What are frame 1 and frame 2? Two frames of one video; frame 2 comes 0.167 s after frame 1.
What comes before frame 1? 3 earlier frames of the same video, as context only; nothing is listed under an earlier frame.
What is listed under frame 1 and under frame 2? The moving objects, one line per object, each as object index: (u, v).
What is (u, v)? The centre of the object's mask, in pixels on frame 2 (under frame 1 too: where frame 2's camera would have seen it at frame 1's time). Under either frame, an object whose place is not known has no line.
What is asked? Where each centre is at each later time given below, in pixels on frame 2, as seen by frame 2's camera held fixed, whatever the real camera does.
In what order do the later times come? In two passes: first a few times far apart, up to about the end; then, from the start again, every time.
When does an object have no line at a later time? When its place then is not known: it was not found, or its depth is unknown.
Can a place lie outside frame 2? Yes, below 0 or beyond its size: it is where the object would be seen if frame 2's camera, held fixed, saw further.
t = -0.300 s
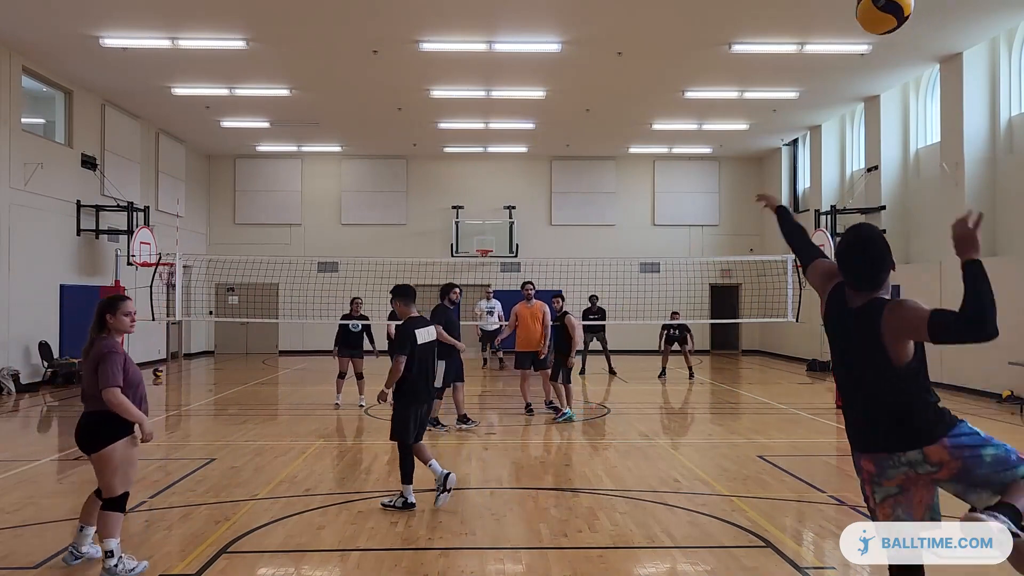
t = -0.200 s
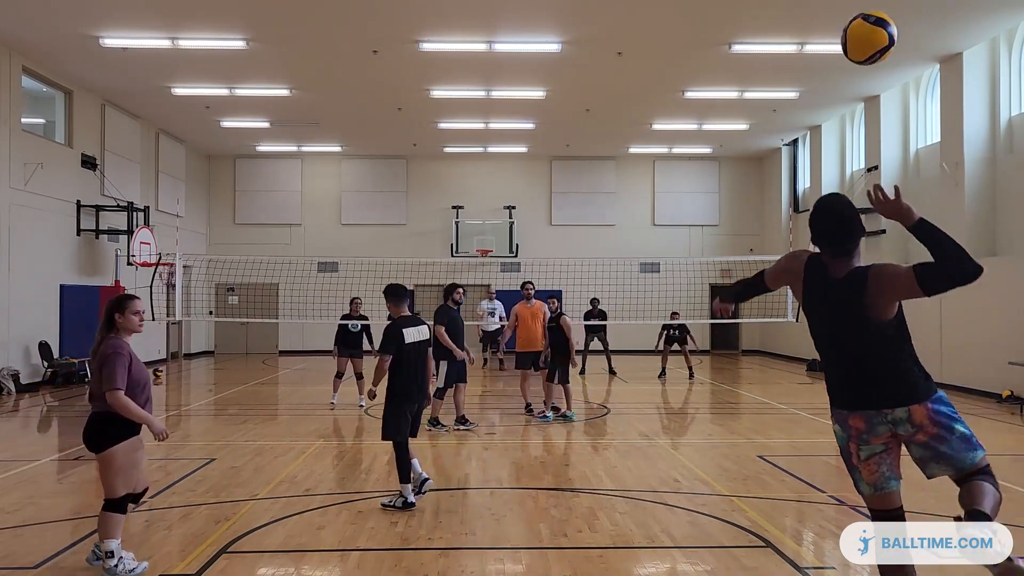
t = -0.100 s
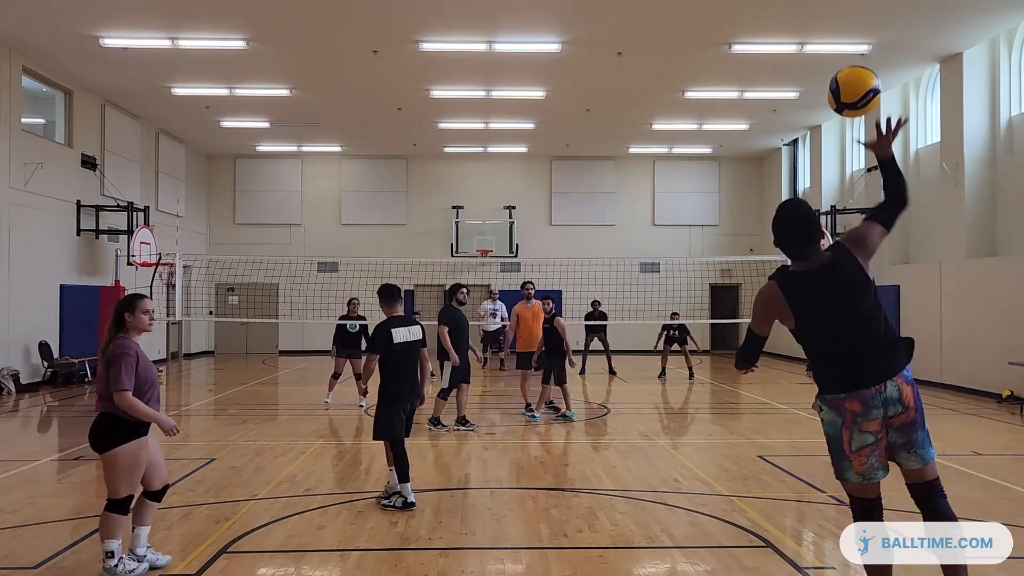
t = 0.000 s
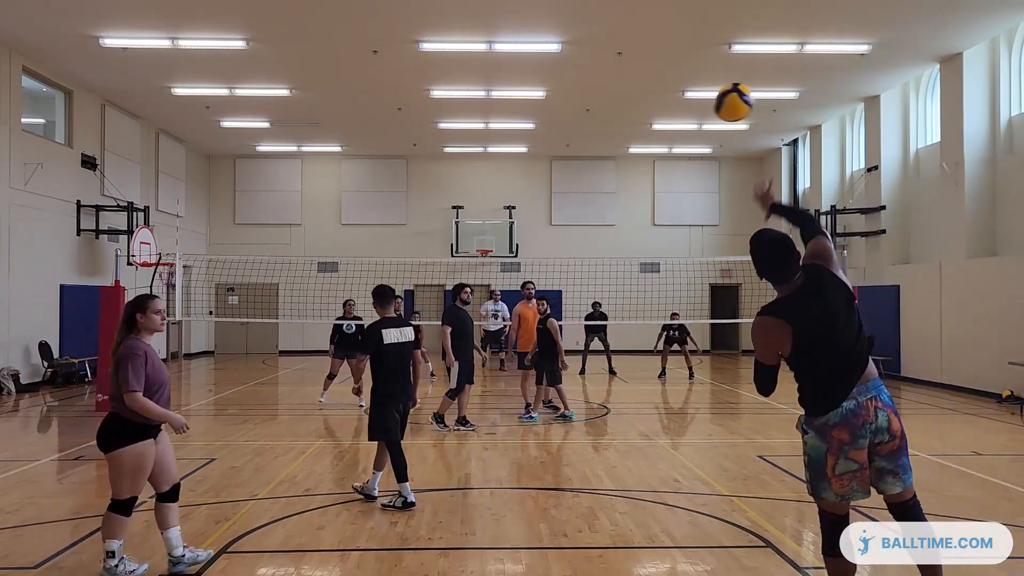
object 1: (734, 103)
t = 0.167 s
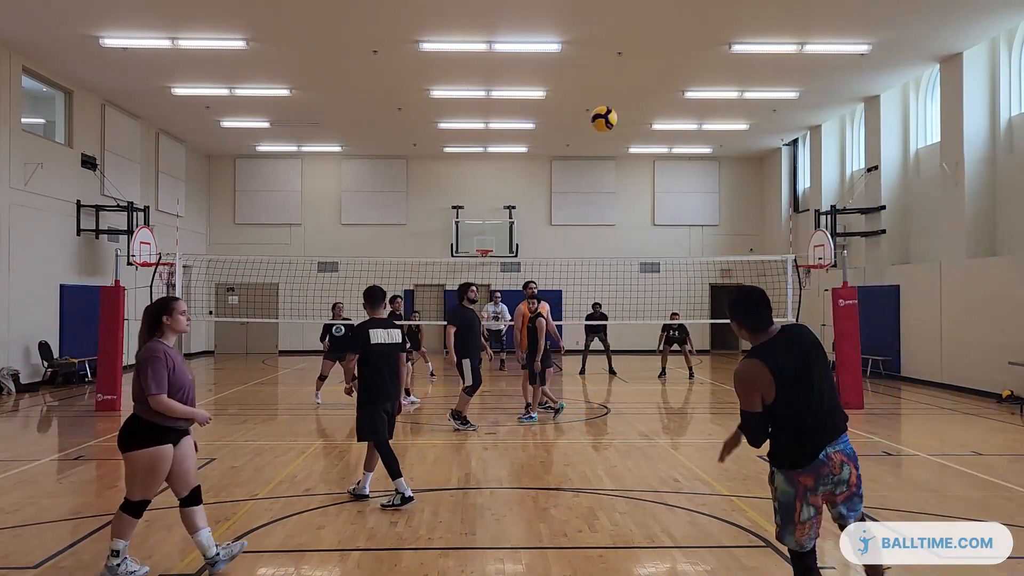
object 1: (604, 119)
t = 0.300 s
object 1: (553, 144)
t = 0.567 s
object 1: (496, 207)
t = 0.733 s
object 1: (474, 250)
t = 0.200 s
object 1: (588, 125)
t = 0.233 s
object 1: (575, 131)
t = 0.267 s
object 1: (563, 137)
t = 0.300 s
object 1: (553, 144)
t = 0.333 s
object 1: (543, 152)
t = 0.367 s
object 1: (534, 159)
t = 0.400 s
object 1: (527, 166)
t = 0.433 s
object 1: (520, 173)
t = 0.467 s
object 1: (513, 181)
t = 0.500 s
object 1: (507, 190)
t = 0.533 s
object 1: (501, 199)
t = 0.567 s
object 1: (496, 207)
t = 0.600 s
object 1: (491, 215)
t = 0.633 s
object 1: (487, 224)
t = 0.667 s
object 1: (483, 233)
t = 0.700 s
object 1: (478, 242)
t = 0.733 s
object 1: (474, 250)
